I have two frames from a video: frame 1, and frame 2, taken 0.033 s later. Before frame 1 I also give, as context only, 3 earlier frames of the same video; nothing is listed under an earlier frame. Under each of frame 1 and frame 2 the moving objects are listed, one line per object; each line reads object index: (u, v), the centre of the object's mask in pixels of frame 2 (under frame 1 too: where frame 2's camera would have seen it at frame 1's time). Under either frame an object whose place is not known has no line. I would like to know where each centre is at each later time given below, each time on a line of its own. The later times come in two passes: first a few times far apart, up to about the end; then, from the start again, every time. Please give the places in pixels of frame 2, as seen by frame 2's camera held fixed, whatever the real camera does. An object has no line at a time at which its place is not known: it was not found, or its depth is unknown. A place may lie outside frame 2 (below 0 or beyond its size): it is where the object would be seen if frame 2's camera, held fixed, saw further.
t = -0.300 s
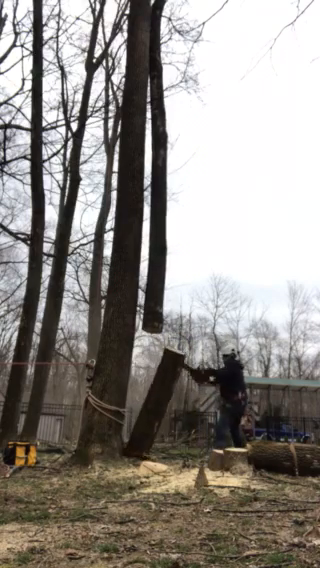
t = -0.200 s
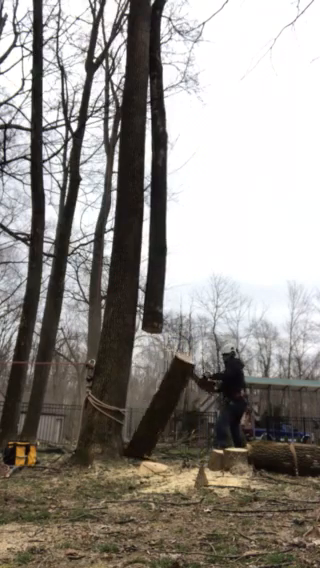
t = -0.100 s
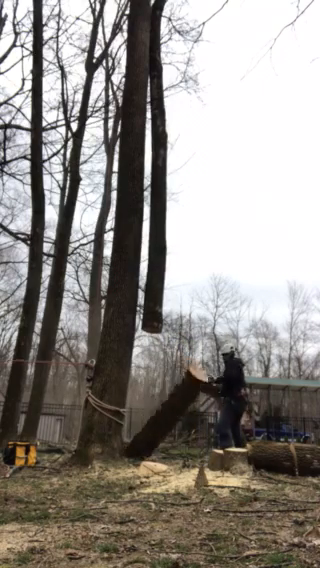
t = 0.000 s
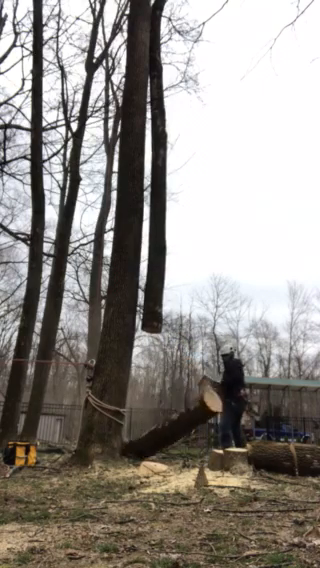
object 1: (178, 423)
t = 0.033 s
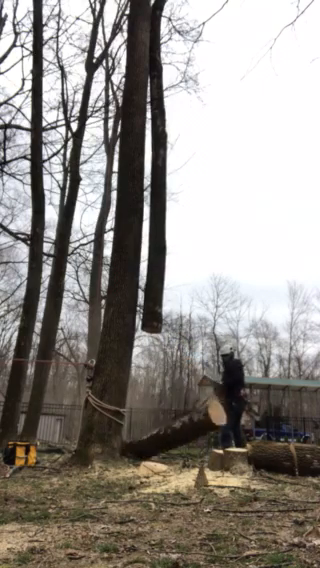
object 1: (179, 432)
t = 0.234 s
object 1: (170, 450)
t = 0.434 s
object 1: (173, 449)
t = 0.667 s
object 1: (172, 449)
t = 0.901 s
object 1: (173, 449)
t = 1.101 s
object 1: (173, 449)
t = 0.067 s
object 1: (181, 438)
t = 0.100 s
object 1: (182, 444)
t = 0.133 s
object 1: (181, 445)
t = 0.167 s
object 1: (180, 447)
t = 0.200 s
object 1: (170, 449)
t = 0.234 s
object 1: (170, 450)
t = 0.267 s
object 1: (171, 449)
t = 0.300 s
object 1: (172, 449)
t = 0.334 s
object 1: (172, 449)
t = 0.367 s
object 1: (172, 449)
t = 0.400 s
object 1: (172, 449)
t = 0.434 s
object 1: (173, 449)
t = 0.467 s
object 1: (172, 449)
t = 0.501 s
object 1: (172, 449)
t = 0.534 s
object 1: (172, 449)
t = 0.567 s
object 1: (172, 449)
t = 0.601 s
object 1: (172, 449)
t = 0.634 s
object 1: (172, 449)
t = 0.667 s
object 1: (172, 449)
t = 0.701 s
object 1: (172, 449)
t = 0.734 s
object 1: (172, 449)
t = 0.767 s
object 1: (172, 449)
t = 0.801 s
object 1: (172, 449)
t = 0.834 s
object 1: (173, 449)
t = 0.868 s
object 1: (173, 449)
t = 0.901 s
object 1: (173, 449)
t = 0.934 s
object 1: (173, 449)
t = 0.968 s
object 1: (173, 449)
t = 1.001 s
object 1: (173, 449)
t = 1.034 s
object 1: (173, 449)
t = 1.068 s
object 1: (173, 449)
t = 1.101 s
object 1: (173, 449)
